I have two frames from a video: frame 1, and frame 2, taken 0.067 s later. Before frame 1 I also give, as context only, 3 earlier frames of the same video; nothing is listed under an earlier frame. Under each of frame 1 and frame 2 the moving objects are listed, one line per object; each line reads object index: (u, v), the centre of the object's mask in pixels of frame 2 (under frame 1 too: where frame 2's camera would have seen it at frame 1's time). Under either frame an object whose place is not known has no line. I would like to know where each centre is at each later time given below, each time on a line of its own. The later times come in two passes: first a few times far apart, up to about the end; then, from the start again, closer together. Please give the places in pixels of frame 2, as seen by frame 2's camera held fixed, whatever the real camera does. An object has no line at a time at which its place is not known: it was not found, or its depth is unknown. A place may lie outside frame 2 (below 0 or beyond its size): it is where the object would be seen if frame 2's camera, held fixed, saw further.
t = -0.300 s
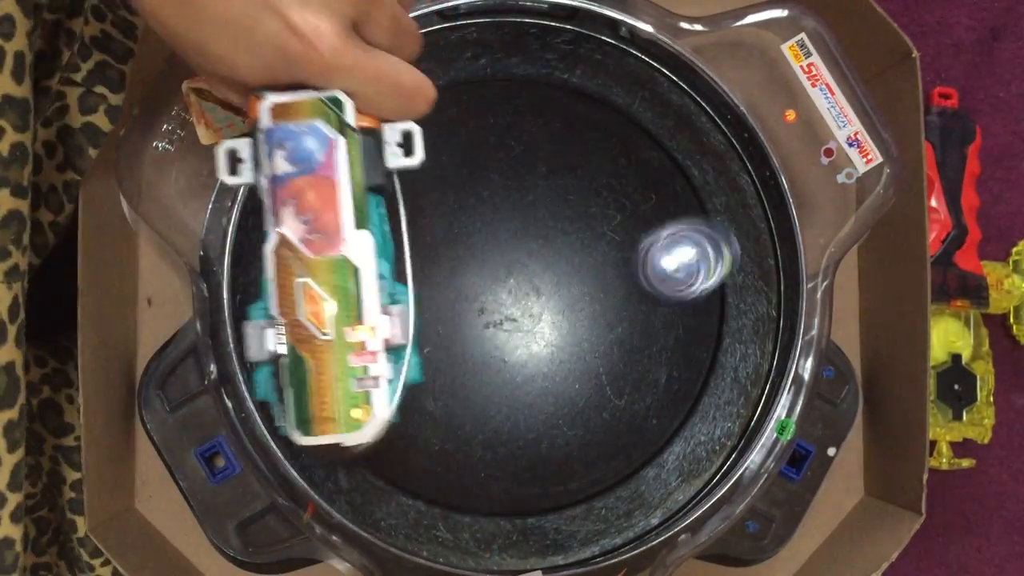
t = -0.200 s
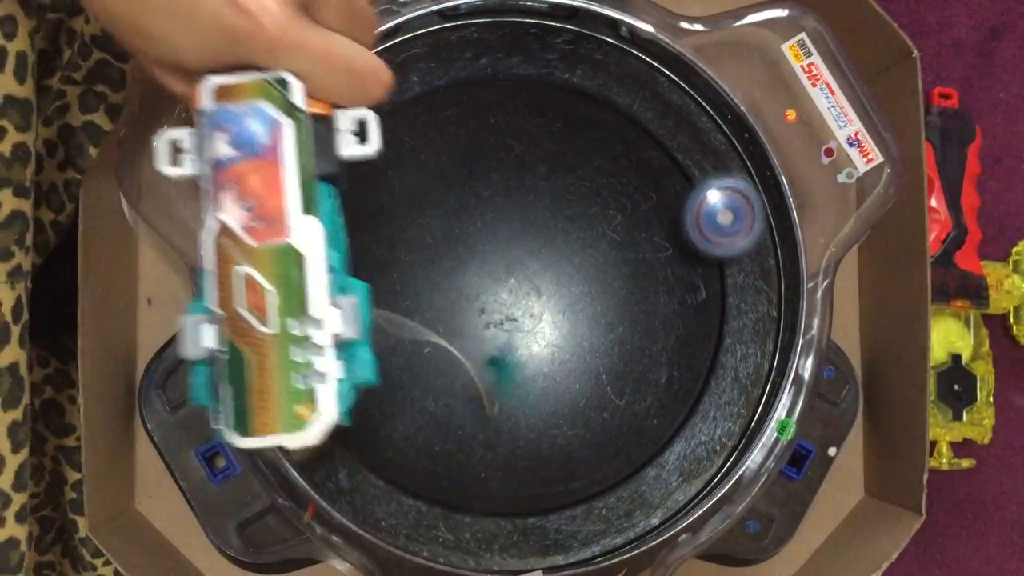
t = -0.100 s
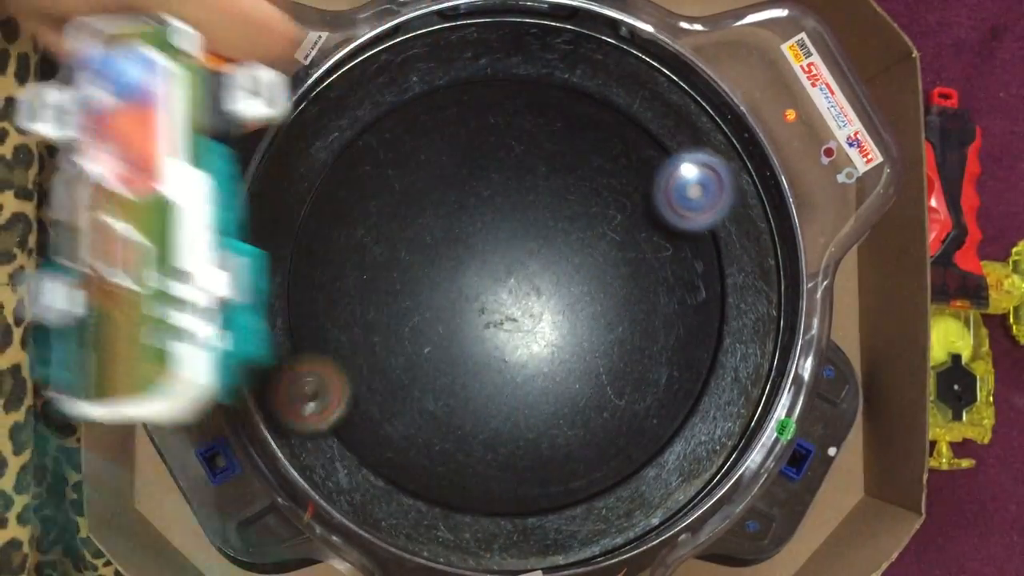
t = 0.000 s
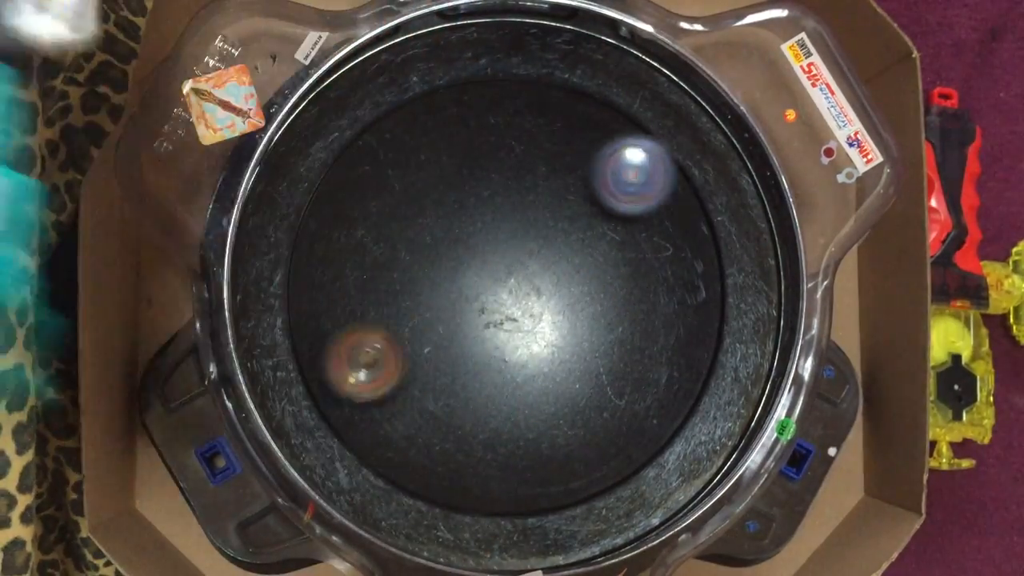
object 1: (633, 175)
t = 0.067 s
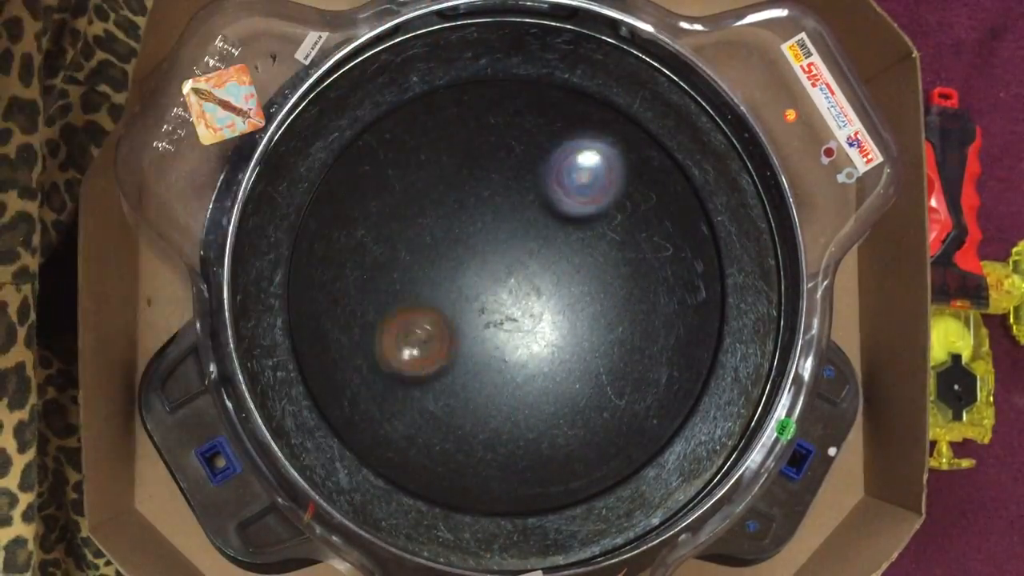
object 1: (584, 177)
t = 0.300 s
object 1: (515, 87)
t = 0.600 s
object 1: (282, 294)
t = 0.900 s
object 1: (707, 371)
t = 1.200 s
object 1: (558, 232)
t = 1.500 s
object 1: (507, 239)
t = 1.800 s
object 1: (507, 240)
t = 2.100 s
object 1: (507, 240)
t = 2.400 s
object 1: (507, 240)
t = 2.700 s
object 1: (507, 240)
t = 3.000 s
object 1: (507, 240)
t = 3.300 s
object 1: (507, 240)
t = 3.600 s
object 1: (507, 240)
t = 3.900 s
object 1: (507, 240)
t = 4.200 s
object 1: (507, 240)
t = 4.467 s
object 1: (507, 240)
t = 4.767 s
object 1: (507, 240)
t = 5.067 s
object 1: (507, 240)
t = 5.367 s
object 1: (507, 240)
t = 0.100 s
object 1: (560, 182)
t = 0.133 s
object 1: (539, 191)
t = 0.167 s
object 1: (520, 198)
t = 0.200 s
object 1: (505, 209)
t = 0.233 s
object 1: (492, 163)
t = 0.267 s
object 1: (477, 56)
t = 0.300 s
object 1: (515, 87)
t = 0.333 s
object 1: (608, 127)
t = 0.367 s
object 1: (703, 176)
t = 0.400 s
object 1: (781, 227)
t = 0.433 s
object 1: (733, 154)
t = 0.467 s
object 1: (651, 85)
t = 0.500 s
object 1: (522, 129)
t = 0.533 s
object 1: (394, 187)
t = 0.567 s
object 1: (278, 249)
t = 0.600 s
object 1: (282, 294)
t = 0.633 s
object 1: (351, 327)
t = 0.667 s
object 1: (419, 356)
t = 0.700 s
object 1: (488, 378)
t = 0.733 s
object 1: (558, 398)
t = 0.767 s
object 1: (618, 410)
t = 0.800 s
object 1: (655, 407)
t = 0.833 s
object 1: (679, 397)
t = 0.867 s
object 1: (698, 385)
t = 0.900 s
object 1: (707, 371)
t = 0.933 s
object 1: (702, 348)
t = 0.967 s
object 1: (692, 327)
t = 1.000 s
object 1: (679, 306)
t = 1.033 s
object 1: (661, 286)
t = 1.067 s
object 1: (639, 270)
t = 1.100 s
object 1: (618, 256)
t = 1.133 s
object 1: (597, 245)
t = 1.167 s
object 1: (576, 237)
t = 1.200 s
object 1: (558, 232)
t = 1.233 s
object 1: (542, 231)
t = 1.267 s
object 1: (527, 231)
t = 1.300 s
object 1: (518, 233)
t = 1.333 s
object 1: (511, 235)
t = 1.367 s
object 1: (508, 238)
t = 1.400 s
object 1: (507, 239)
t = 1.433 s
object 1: (507, 239)
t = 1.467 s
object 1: (507, 239)
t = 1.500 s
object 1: (507, 239)
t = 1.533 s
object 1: (507, 239)
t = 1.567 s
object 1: (507, 239)
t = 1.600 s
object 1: (507, 239)
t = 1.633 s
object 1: (507, 239)
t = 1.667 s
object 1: (507, 239)
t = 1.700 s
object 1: (507, 239)
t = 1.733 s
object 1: (507, 240)
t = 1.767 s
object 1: (507, 240)
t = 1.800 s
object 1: (507, 240)
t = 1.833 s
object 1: (507, 240)
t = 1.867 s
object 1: (507, 240)
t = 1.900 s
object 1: (507, 239)
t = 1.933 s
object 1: (507, 239)
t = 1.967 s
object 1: (507, 239)
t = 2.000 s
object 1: (507, 239)
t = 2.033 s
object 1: (507, 239)
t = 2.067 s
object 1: (507, 239)
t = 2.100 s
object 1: (507, 240)
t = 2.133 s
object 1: (507, 239)
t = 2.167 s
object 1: (507, 239)
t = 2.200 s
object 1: (507, 240)
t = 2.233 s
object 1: (507, 240)
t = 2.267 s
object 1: (507, 240)
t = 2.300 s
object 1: (507, 239)
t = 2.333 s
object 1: (507, 240)
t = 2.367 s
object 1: (507, 239)
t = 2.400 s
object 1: (507, 240)
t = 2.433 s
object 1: (507, 240)
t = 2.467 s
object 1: (507, 240)
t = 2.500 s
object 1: (507, 239)
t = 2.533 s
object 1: (507, 239)
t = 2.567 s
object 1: (507, 240)
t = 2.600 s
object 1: (507, 239)
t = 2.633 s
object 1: (507, 239)
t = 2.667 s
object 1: (507, 239)
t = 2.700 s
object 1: (507, 240)
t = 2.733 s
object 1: (507, 240)
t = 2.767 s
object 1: (507, 240)
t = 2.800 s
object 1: (507, 239)
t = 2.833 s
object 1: (507, 240)
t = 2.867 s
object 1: (507, 239)
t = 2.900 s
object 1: (507, 239)
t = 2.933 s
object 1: (507, 240)
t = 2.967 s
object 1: (507, 239)
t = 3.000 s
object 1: (507, 240)
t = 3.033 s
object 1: (507, 240)
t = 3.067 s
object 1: (507, 240)
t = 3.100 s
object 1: (507, 239)
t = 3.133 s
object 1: (507, 240)
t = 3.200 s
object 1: (507, 240)
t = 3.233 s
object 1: (507, 240)
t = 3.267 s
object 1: (507, 240)
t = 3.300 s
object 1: (507, 240)
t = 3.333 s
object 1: (507, 240)
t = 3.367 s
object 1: (507, 240)
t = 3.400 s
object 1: (507, 240)
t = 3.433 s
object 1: (507, 240)
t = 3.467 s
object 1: (507, 240)
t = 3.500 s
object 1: (507, 240)
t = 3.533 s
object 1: (507, 240)
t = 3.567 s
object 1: (507, 240)
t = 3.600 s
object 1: (507, 240)
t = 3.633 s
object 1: (507, 240)
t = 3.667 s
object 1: (507, 240)
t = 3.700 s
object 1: (507, 240)
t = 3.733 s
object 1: (507, 240)
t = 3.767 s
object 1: (507, 240)
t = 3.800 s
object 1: (507, 240)
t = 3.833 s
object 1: (507, 240)
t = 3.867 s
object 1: (507, 240)
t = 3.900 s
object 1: (507, 240)
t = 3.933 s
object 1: (507, 240)
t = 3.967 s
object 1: (507, 240)
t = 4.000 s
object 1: (507, 240)
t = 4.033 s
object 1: (507, 240)
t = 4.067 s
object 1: (507, 240)
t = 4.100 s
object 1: (507, 240)
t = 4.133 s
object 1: (507, 240)
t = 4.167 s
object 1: (507, 240)
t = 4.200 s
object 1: (507, 240)
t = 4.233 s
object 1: (507, 240)
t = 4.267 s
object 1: (507, 240)
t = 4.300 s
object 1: (507, 240)
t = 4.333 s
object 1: (507, 240)
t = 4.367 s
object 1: (507, 240)
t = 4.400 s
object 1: (507, 240)
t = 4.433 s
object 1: (507, 240)
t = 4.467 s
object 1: (507, 240)
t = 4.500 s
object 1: (507, 240)
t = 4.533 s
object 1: (507, 240)
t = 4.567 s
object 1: (507, 240)
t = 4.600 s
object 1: (507, 240)
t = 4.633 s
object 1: (507, 240)
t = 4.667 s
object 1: (507, 240)
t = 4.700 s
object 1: (507, 240)
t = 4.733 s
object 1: (507, 240)
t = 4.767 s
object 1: (507, 240)
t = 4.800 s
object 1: (507, 240)
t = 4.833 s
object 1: (507, 240)
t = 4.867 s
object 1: (507, 240)
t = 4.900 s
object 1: (507, 240)
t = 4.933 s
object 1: (507, 240)
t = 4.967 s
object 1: (507, 240)
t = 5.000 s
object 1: (507, 240)
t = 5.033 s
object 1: (507, 240)
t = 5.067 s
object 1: (507, 240)
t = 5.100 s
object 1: (507, 240)
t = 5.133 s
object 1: (507, 240)
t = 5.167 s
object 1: (507, 240)
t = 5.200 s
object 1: (507, 240)
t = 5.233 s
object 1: (507, 240)
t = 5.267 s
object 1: (507, 240)
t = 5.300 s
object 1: (507, 240)
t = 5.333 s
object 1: (507, 240)
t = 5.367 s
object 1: (507, 240)
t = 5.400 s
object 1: (507, 240)
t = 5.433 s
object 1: (507, 240)
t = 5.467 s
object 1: (507, 240)
